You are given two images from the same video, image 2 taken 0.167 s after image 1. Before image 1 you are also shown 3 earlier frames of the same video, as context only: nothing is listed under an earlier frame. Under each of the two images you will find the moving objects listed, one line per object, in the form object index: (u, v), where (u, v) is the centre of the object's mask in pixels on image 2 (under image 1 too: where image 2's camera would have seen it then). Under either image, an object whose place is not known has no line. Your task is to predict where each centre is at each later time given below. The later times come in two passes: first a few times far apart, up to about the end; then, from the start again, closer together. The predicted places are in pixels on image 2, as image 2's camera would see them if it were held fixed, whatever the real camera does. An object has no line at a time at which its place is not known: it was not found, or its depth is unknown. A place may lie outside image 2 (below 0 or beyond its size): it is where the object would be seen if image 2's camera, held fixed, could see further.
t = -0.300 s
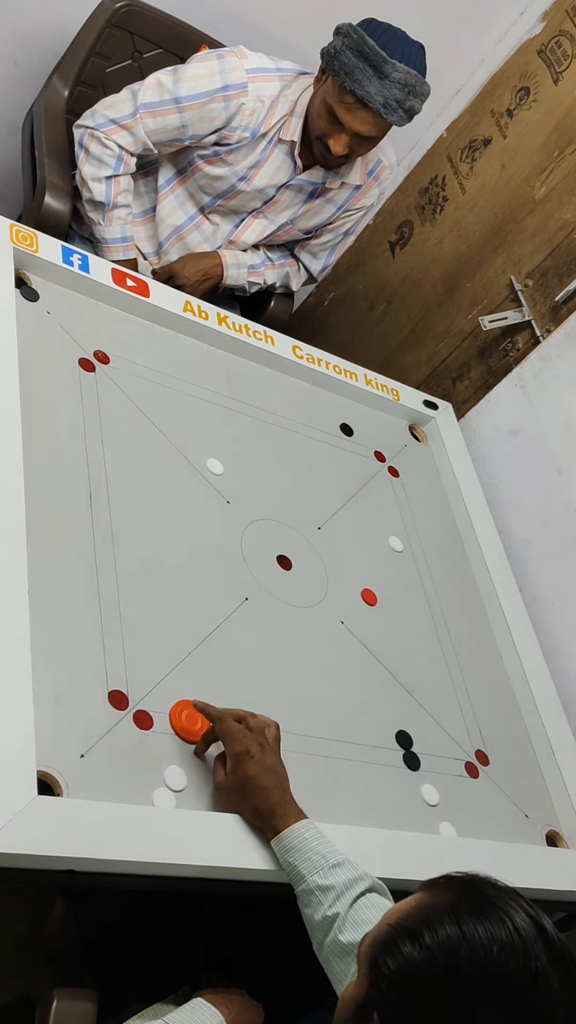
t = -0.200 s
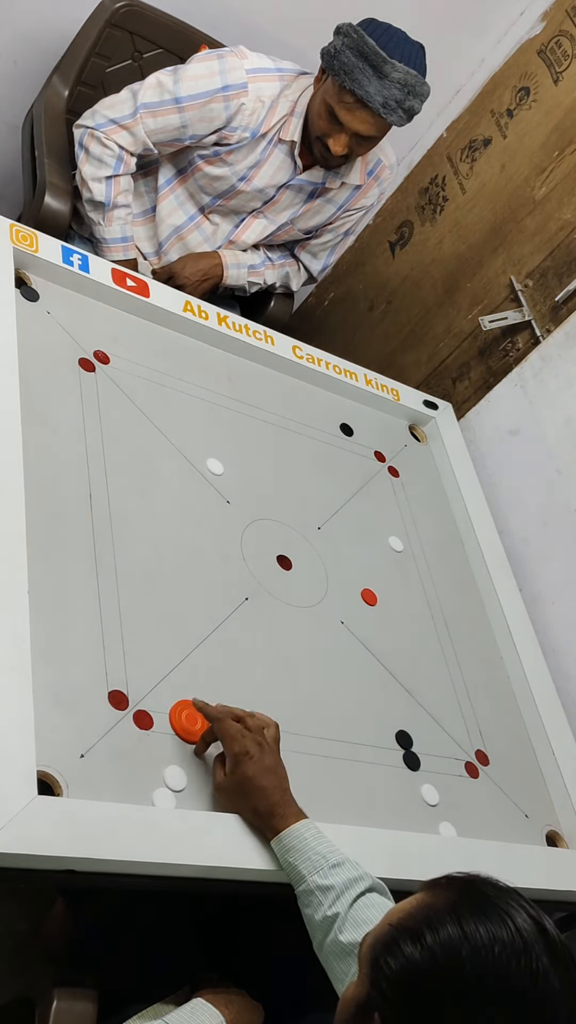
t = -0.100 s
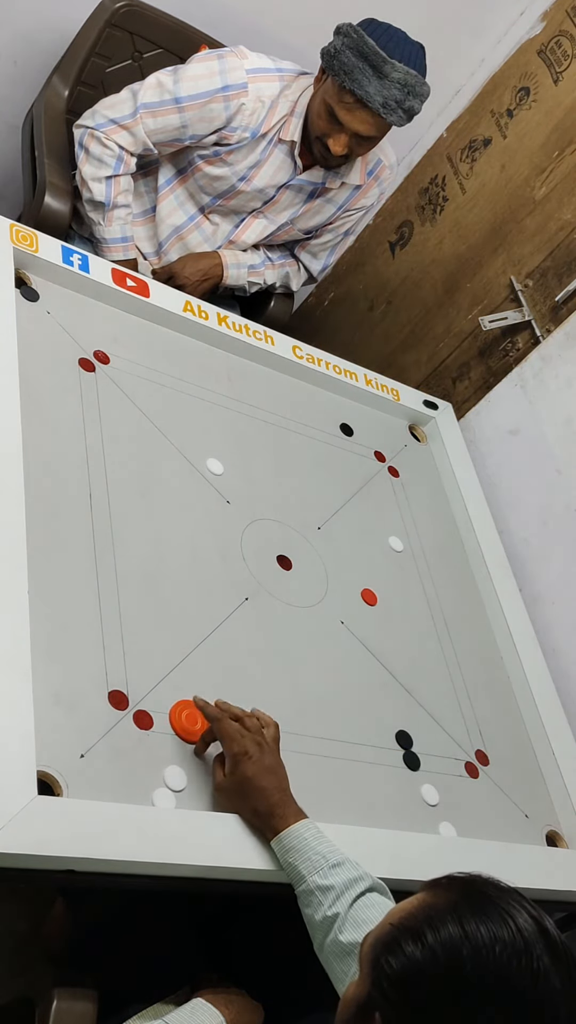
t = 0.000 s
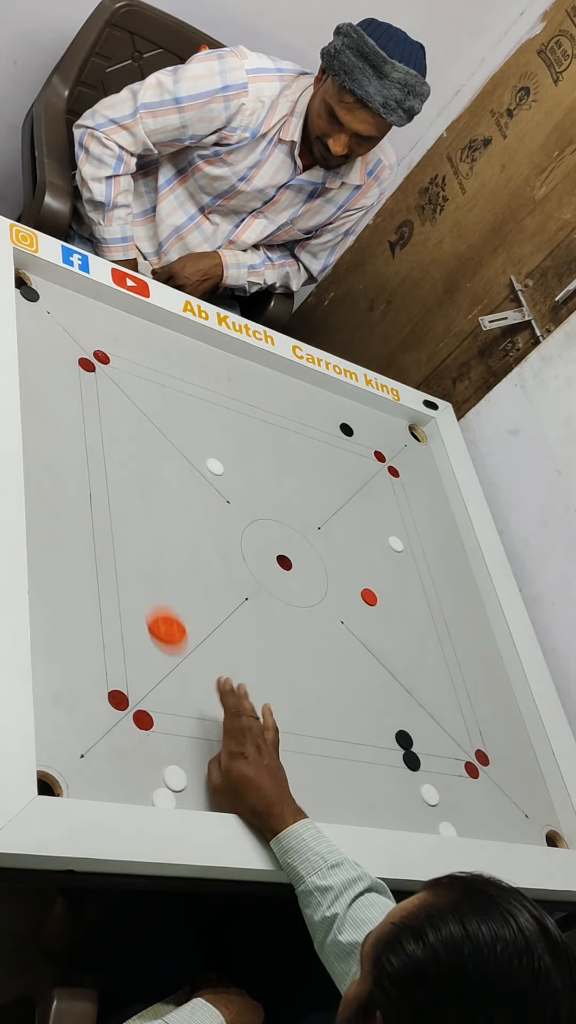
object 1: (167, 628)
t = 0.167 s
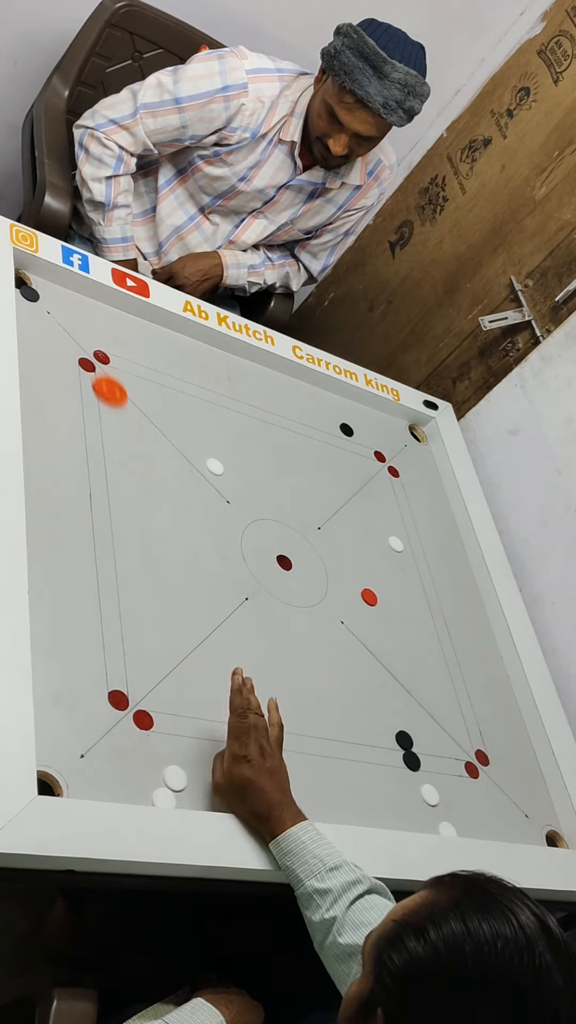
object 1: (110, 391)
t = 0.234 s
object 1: (91, 312)
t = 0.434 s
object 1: (90, 460)
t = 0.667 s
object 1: (93, 687)
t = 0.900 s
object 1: (82, 662)
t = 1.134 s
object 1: (68, 500)
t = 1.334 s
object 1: (62, 395)
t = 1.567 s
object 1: (60, 302)
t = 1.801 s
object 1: (71, 348)
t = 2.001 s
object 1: (82, 395)
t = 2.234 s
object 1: (95, 446)
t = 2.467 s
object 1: (108, 493)
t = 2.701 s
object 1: (120, 531)
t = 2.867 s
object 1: (126, 551)
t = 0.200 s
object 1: (100, 349)
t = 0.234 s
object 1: (91, 312)
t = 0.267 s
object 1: (90, 329)
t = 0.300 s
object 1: (90, 354)
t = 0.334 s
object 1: (90, 378)
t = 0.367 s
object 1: (90, 404)
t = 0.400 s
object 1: (90, 431)
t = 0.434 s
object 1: (90, 460)
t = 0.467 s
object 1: (90, 487)
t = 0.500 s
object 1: (91, 518)
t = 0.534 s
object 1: (91, 550)
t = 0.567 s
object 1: (91, 581)
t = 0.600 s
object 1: (92, 615)
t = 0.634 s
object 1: (93, 652)
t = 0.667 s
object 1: (93, 687)
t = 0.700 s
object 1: (94, 726)
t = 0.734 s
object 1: (94, 768)
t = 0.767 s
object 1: (94, 778)
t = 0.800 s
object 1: (90, 747)
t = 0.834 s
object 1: (87, 716)
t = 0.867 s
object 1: (85, 689)
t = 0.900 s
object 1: (82, 662)
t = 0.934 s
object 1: (80, 635)
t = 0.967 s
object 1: (78, 611)
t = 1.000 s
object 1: (76, 587)
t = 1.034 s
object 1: (73, 562)
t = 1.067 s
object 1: (72, 541)
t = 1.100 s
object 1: (70, 521)
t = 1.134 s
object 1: (68, 500)
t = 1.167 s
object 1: (67, 481)
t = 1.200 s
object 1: (66, 463)
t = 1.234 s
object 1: (65, 444)
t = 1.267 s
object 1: (64, 428)
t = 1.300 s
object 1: (63, 412)
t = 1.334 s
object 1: (62, 395)
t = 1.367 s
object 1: (62, 380)
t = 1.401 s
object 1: (61, 366)
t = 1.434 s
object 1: (61, 352)
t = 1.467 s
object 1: (60, 339)
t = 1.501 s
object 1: (60, 327)
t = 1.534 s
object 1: (60, 314)
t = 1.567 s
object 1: (60, 302)
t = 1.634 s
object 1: (62, 309)
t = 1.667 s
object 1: (64, 317)
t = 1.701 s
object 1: (65, 324)
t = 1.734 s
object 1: (67, 333)
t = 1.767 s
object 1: (69, 341)
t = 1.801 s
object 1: (71, 348)
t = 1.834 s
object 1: (73, 356)
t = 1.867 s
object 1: (75, 364)
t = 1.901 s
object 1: (76, 372)
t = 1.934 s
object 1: (78, 380)
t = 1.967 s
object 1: (80, 388)
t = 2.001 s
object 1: (82, 395)
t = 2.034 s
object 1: (83, 402)
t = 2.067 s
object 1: (85, 410)
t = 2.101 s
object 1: (87, 417)
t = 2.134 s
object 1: (89, 425)
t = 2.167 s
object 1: (91, 432)
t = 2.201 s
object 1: (93, 439)
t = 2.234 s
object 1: (95, 446)
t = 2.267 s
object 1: (97, 454)
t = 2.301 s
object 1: (98, 460)
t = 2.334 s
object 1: (100, 467)
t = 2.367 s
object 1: (102, 474)
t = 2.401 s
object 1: (104, 480)
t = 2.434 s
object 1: (106, 486)
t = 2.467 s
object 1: (108, 493)
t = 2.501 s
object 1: (109, 498)
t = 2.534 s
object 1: (111, 504)
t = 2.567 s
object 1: (113, 510)
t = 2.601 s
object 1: (115, 515)
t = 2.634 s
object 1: (116, 521)
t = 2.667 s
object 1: (118, 526)
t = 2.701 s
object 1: (120, 531)
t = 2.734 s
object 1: (121, 535)
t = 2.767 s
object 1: (123, 540)
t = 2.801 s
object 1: (124, 544)
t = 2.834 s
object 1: (125, 547)
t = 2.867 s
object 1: (126, 551)
